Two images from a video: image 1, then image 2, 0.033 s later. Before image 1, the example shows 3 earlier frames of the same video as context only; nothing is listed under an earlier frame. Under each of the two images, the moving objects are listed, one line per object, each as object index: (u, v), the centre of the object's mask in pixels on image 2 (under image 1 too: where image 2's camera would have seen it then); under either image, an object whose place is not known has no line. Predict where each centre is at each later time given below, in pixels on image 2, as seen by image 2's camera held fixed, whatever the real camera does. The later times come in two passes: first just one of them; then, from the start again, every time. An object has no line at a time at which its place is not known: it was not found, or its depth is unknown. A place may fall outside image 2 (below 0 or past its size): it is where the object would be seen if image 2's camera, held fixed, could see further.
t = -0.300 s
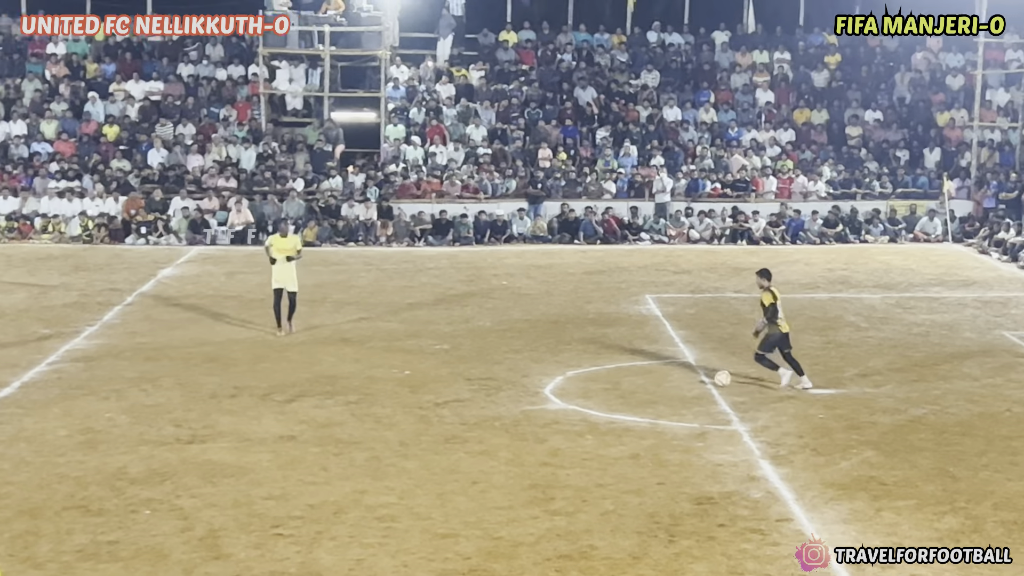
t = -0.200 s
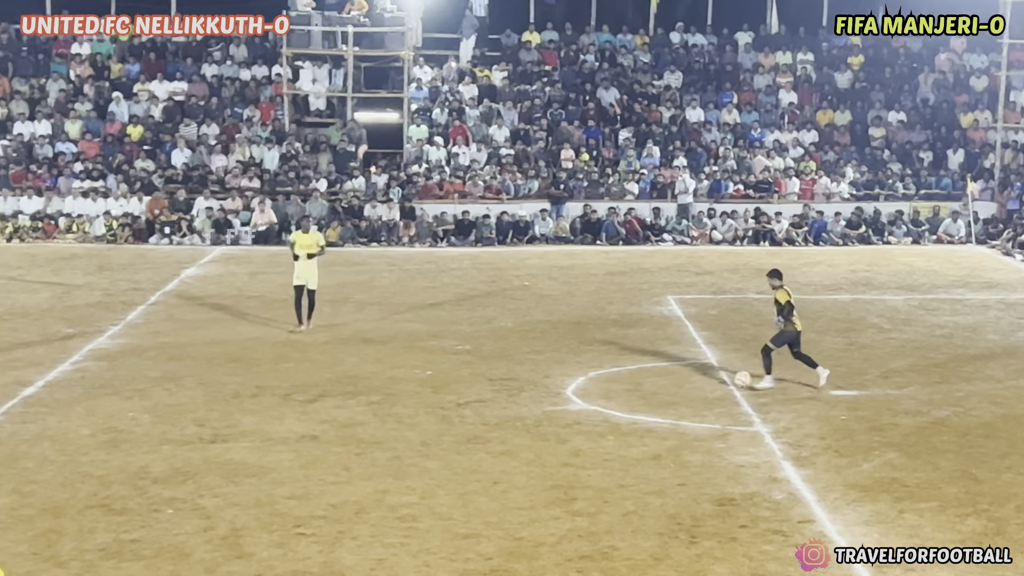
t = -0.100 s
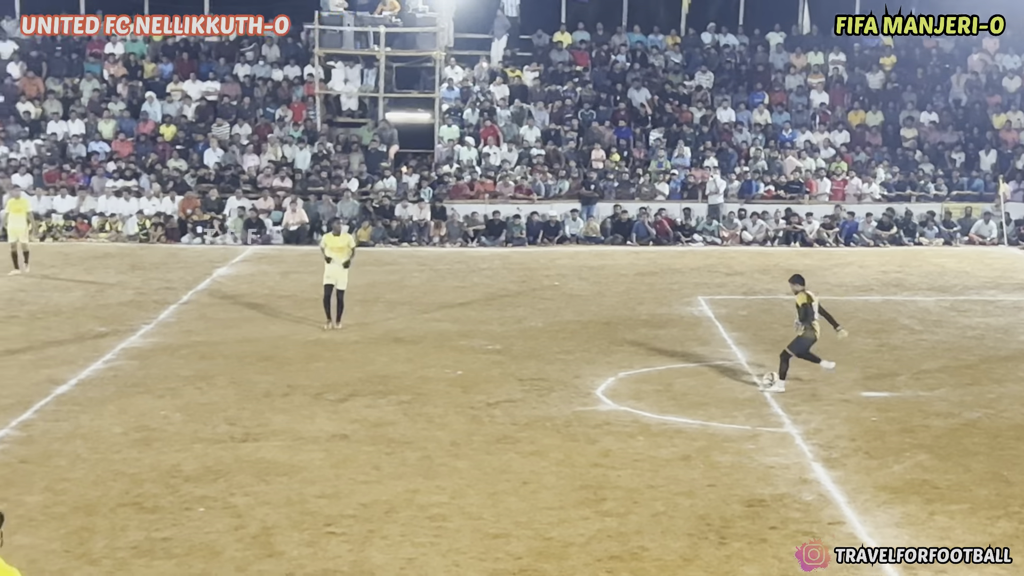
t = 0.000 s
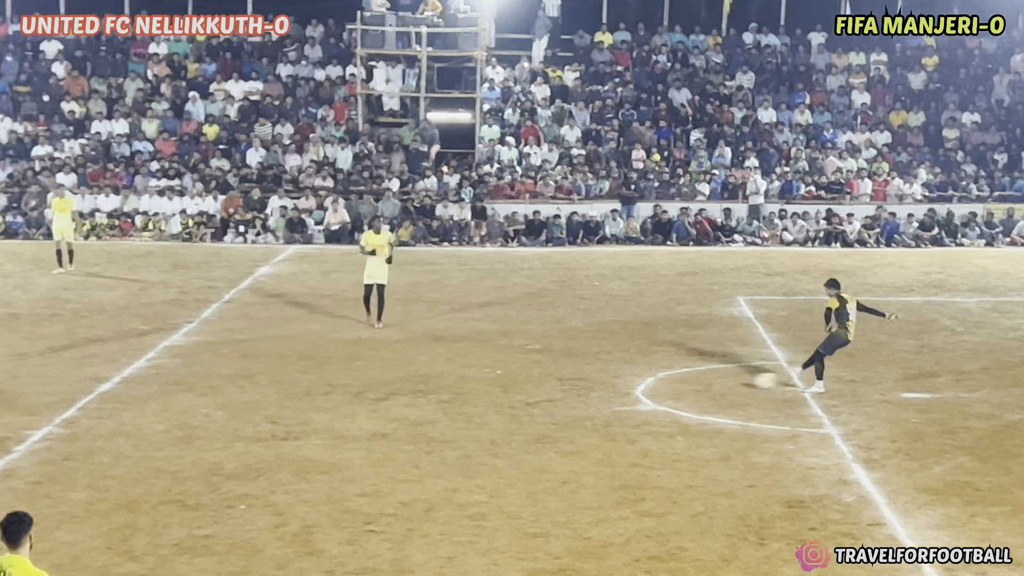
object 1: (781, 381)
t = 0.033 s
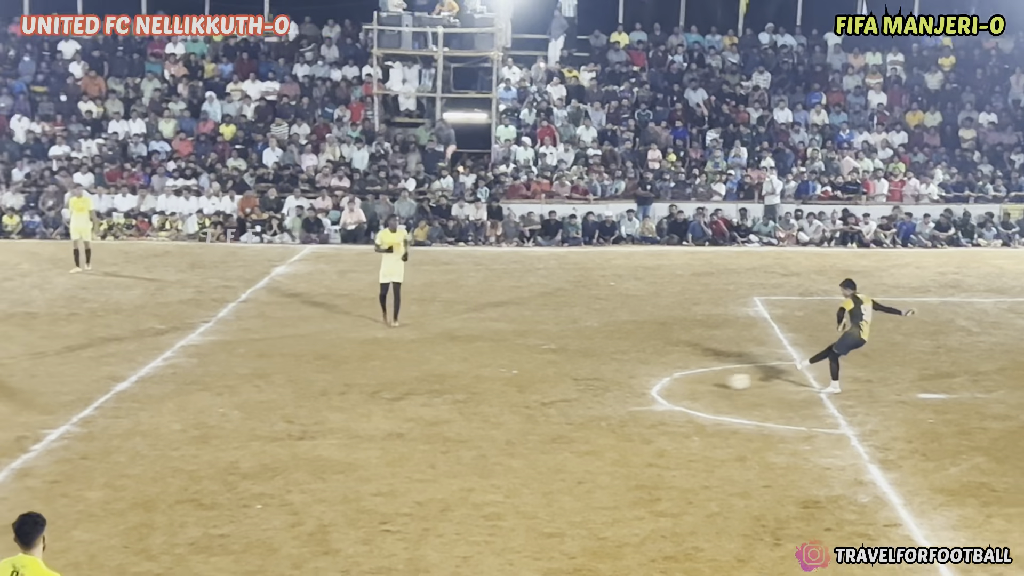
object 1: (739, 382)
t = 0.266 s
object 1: (465, 387)
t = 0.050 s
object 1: (718, 382)
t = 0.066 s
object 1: (698, 383)
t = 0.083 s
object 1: (676, 382)
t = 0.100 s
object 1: (658, 382)
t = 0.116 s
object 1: (638, 382)
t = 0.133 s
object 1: (618, 383)
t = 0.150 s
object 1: (599, 384)
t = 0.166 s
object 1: (579, 385)
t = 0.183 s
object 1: (560, 386)
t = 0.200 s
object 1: (540, 387)
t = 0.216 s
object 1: (522, 387)
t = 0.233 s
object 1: (503, 387)
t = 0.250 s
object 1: (484, 387)
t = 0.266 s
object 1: (465, 387)
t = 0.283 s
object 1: (446, 388)
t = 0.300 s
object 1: (427, 390)
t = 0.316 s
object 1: (408, 391)
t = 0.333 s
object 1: (389, 393)
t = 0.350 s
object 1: (371, 395)
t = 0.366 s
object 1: (352, 397)
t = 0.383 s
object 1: (334, 397)
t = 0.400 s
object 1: (315, 398)
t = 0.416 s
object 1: (296, 399)
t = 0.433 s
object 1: (277, 401)
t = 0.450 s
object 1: (258, 402)
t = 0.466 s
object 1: (240, 403)
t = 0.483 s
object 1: (222, 403)
